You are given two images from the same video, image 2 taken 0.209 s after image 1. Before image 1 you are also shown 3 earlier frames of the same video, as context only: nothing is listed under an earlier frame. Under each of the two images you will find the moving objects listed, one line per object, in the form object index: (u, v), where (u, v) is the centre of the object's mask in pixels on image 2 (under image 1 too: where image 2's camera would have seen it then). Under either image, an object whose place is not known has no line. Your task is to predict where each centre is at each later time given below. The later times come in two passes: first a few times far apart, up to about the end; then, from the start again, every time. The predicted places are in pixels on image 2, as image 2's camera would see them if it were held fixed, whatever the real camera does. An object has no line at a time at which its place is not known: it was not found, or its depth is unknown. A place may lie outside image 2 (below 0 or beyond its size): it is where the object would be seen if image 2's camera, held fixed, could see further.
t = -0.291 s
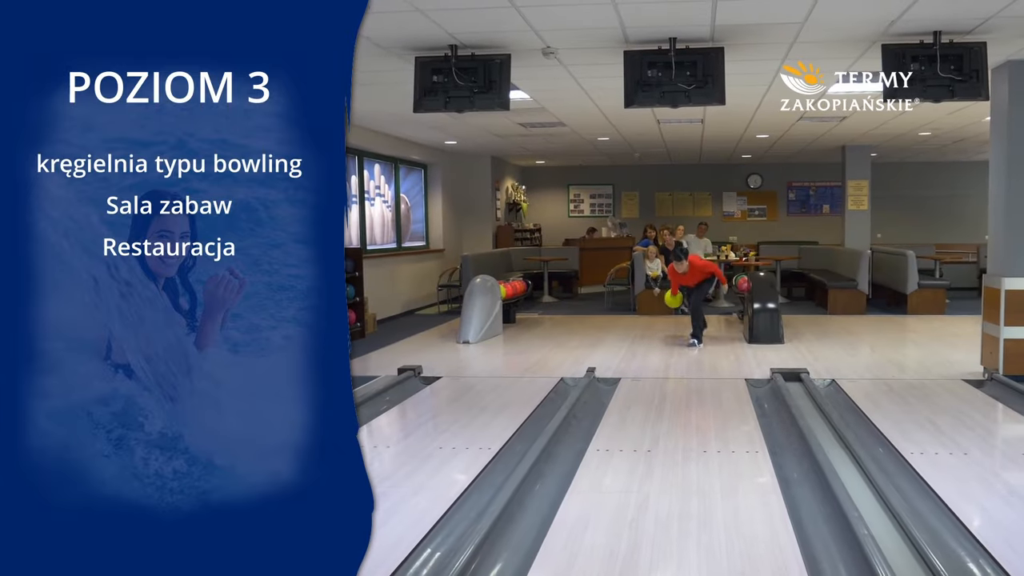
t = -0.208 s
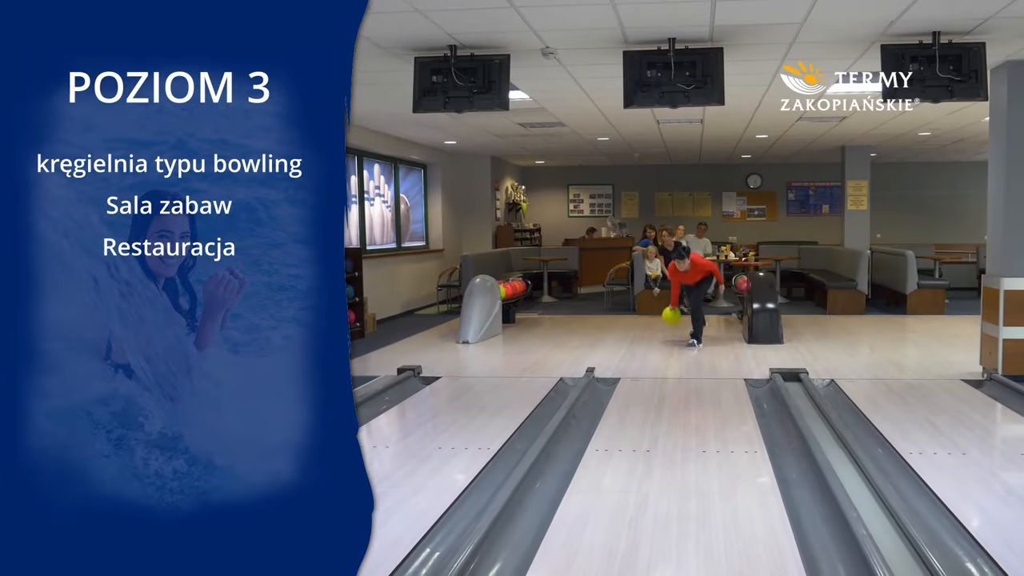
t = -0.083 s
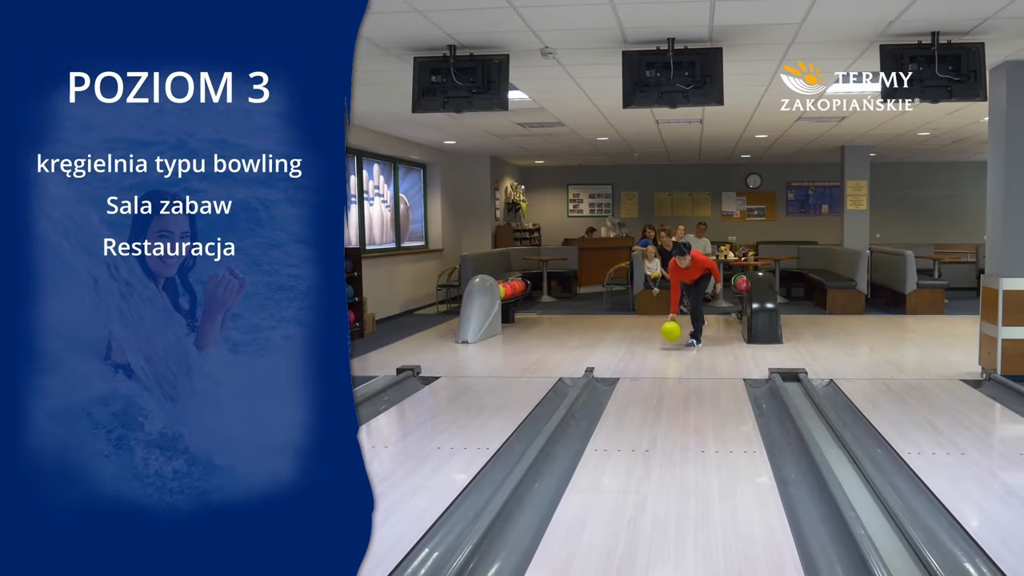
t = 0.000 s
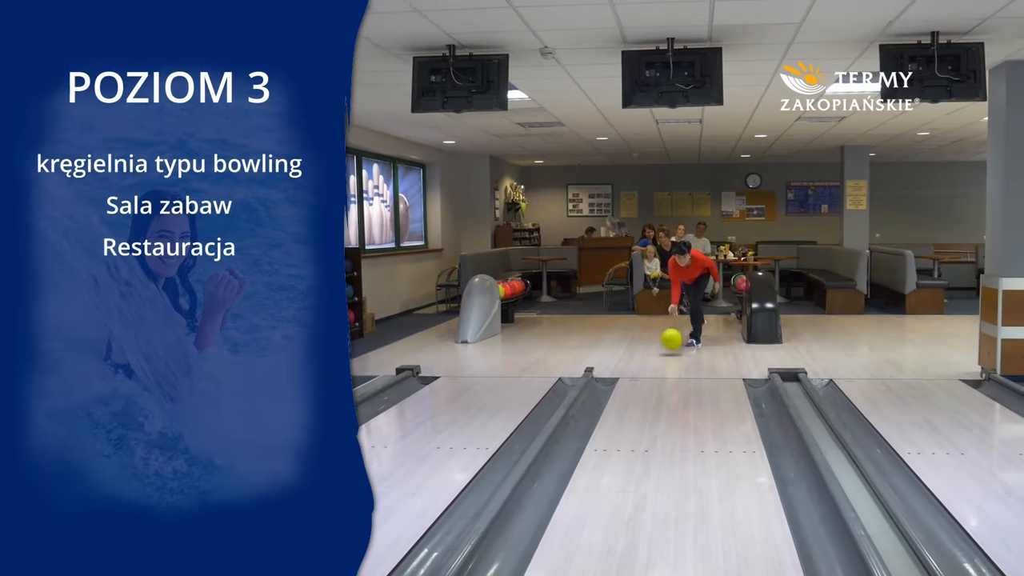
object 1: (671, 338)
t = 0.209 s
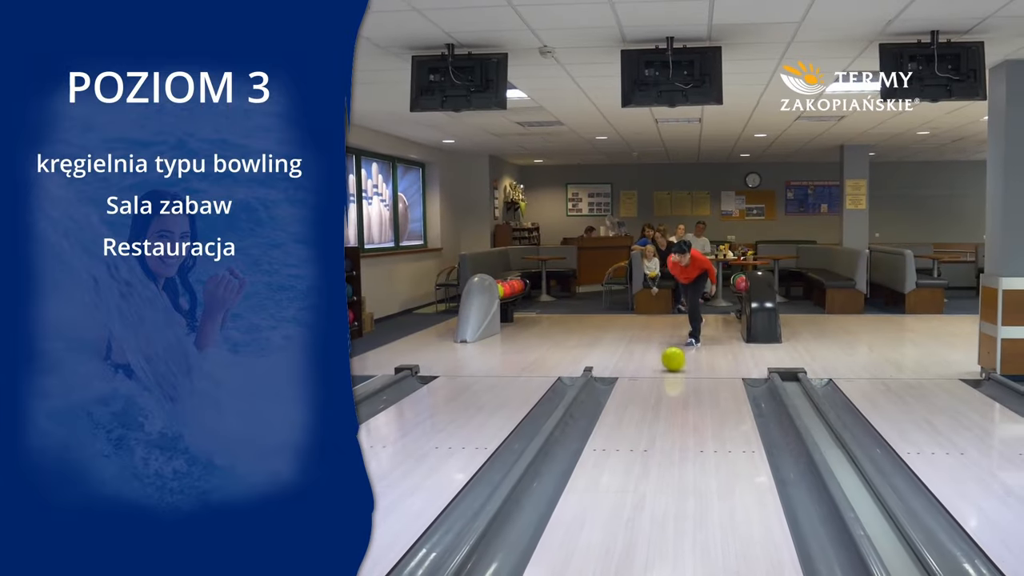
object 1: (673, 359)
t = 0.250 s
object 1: (674, 364)
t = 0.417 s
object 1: (676, 380)
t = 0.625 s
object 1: (679, 406)
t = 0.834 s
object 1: (686, 448)
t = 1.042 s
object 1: (694, 506)
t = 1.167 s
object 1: (699, 557)
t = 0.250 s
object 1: (674, 364)
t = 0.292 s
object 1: (675, 368)
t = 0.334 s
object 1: (675, 372)
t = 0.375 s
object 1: (676, 376)
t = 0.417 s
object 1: (676, 380)
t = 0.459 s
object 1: (677, 385)
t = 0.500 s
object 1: (677, 389)
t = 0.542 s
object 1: (677, 394)
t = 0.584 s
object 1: (678, 400)
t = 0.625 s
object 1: (679, 406)
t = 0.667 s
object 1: (680, 412)
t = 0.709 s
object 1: (681, 419)
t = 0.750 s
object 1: (683, 431)
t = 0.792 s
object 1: (684, 439)
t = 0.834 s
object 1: (686, 448)
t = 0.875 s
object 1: (688, 457)
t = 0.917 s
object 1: (689, 467)
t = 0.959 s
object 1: (691, 479)
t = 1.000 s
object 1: (692, 492)
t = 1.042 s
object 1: (694, 506)
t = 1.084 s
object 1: (695, 523)
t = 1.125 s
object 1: (697, 543)
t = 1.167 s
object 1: (699, 557)
